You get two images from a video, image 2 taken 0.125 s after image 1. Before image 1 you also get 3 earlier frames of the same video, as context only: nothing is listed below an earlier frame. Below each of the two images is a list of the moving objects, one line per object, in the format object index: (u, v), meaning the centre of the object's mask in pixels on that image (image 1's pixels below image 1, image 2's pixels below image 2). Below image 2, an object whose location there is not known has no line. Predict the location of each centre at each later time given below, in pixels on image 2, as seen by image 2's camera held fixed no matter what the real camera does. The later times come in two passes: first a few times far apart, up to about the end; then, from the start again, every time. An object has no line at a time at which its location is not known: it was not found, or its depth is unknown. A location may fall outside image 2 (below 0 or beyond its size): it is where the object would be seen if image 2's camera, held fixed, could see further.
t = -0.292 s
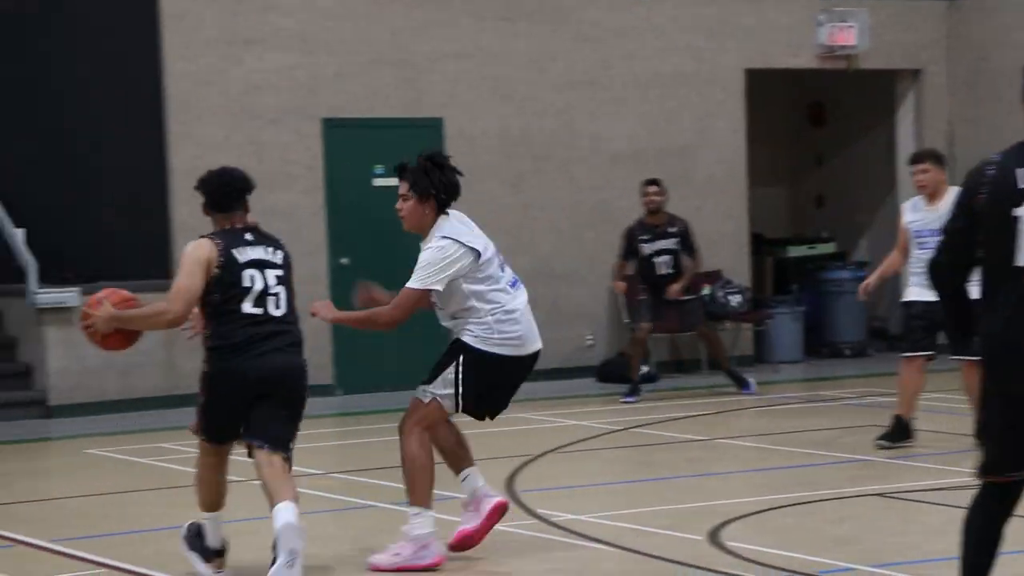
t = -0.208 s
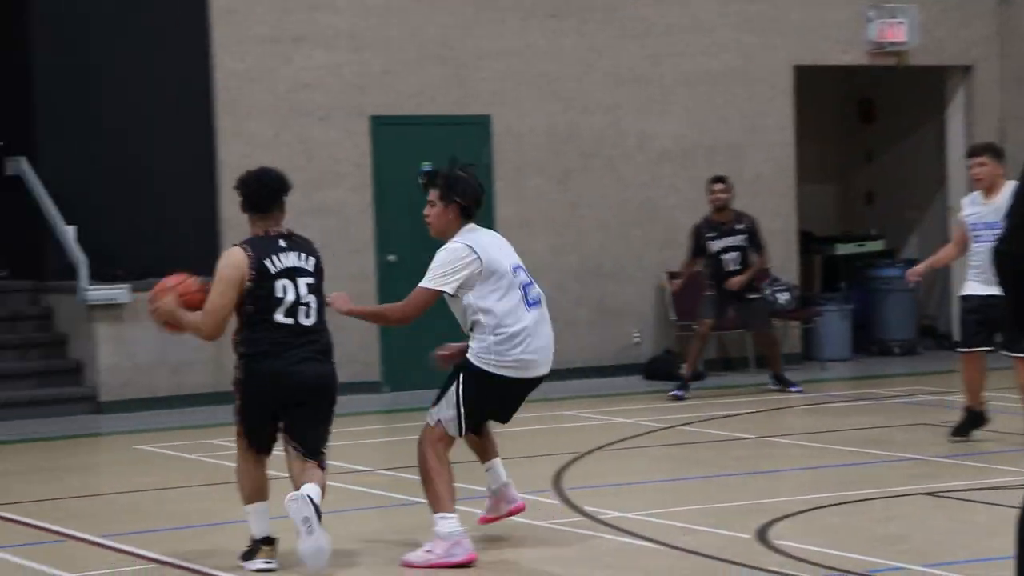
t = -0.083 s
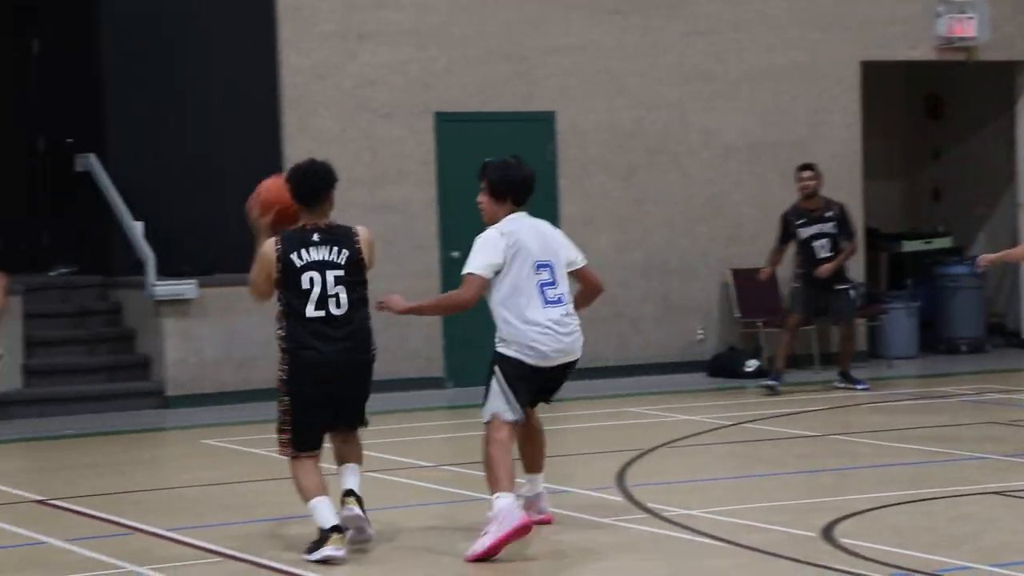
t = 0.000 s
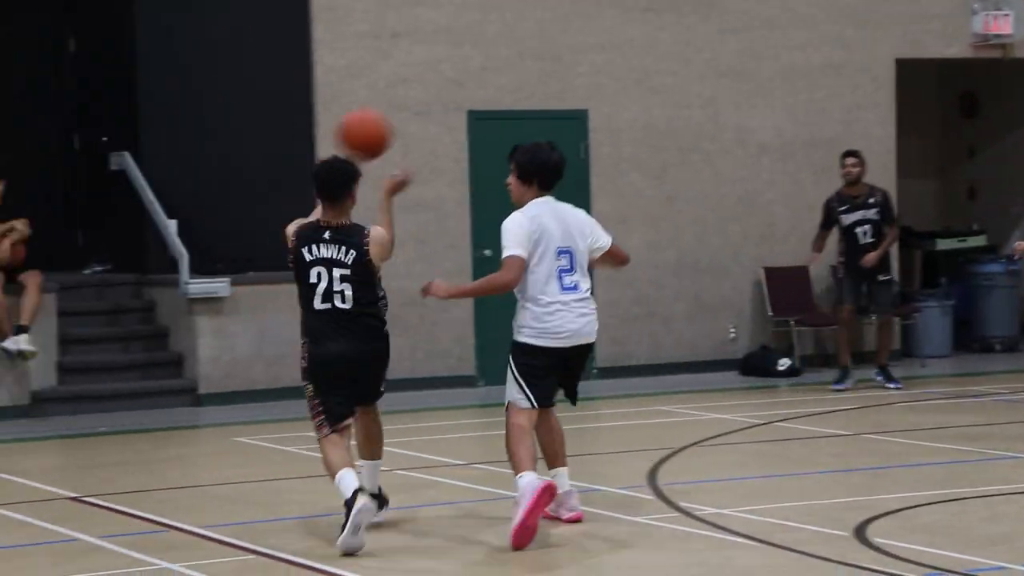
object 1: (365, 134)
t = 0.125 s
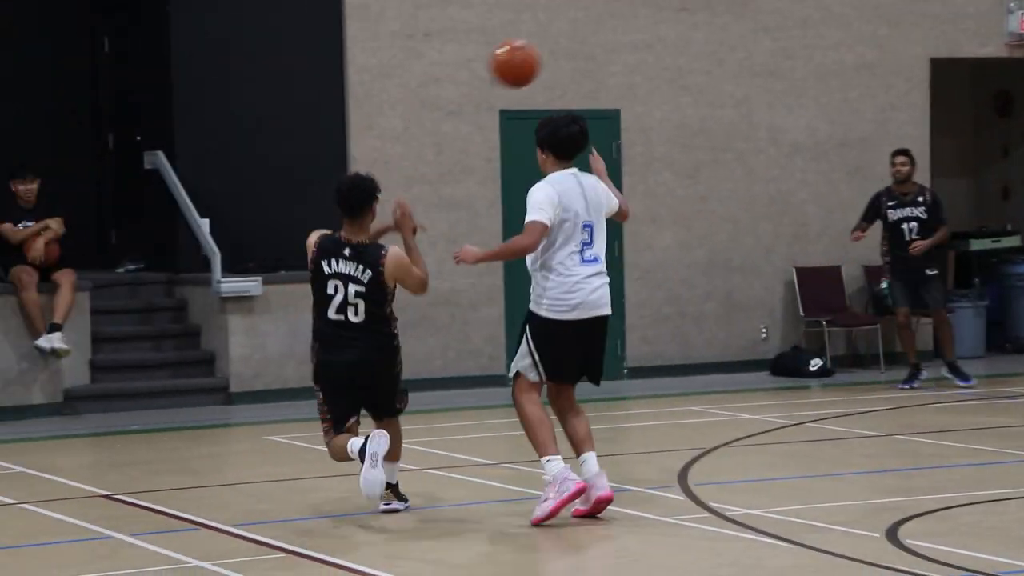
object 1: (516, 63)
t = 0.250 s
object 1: (615, 31)
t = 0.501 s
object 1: (773, 47)
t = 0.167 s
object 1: (550, 49)
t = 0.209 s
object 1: (583, 39)
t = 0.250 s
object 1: (615, 31)
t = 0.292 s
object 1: (645, 27)
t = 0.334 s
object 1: (673, 26)
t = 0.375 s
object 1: (700, 28)
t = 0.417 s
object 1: (725, 32)
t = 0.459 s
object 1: (749, 37)
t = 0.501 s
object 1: (773, 47)
